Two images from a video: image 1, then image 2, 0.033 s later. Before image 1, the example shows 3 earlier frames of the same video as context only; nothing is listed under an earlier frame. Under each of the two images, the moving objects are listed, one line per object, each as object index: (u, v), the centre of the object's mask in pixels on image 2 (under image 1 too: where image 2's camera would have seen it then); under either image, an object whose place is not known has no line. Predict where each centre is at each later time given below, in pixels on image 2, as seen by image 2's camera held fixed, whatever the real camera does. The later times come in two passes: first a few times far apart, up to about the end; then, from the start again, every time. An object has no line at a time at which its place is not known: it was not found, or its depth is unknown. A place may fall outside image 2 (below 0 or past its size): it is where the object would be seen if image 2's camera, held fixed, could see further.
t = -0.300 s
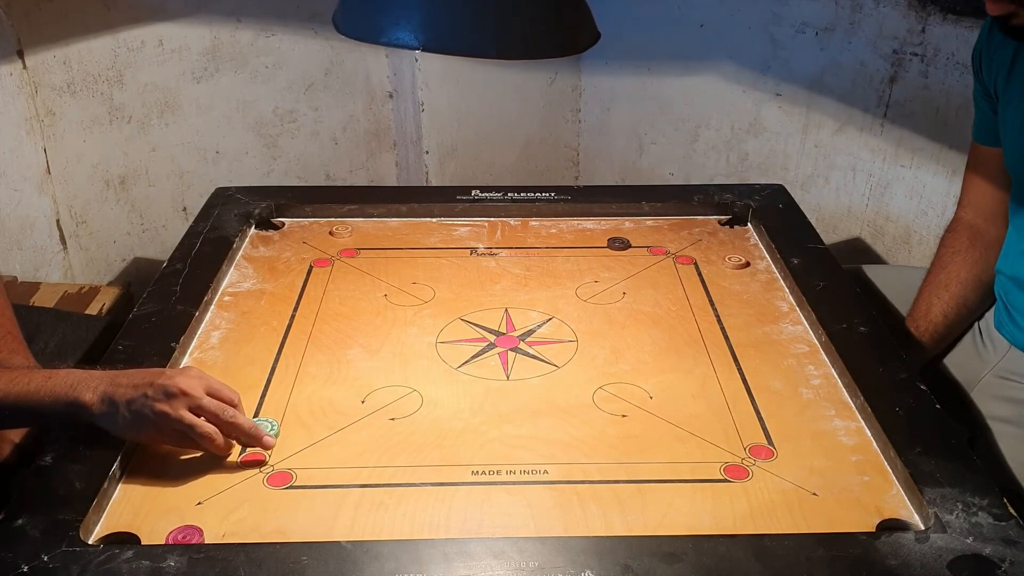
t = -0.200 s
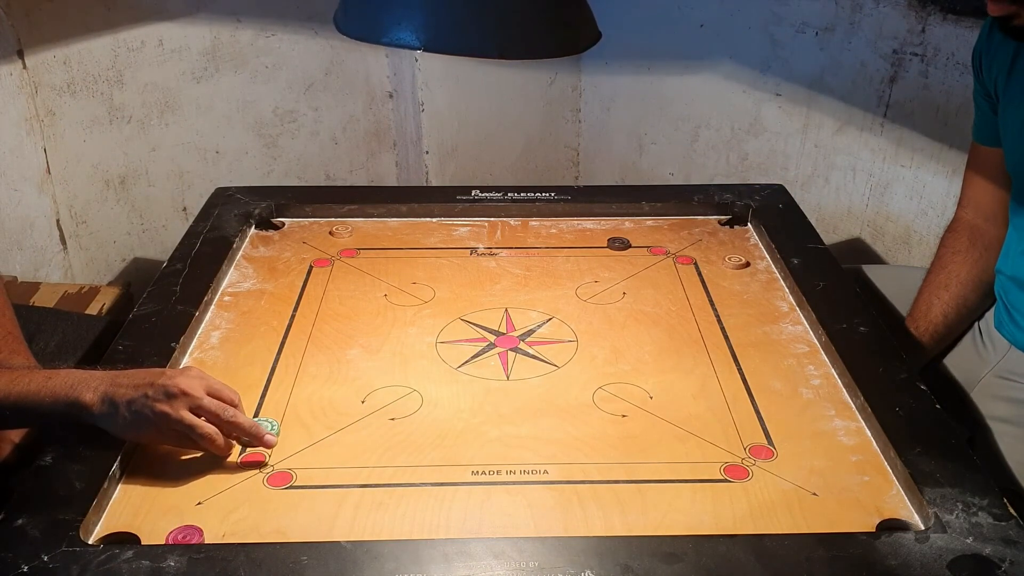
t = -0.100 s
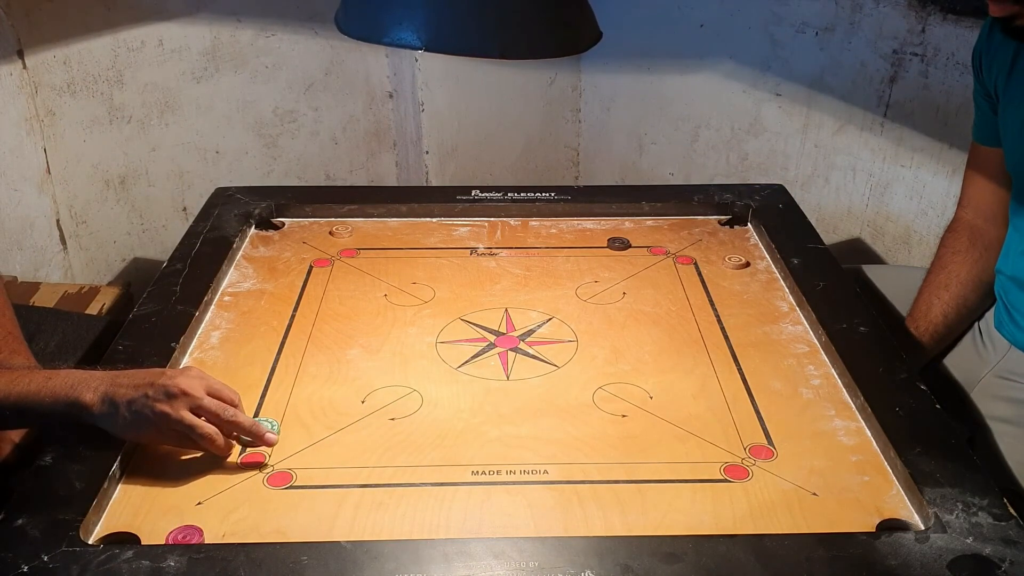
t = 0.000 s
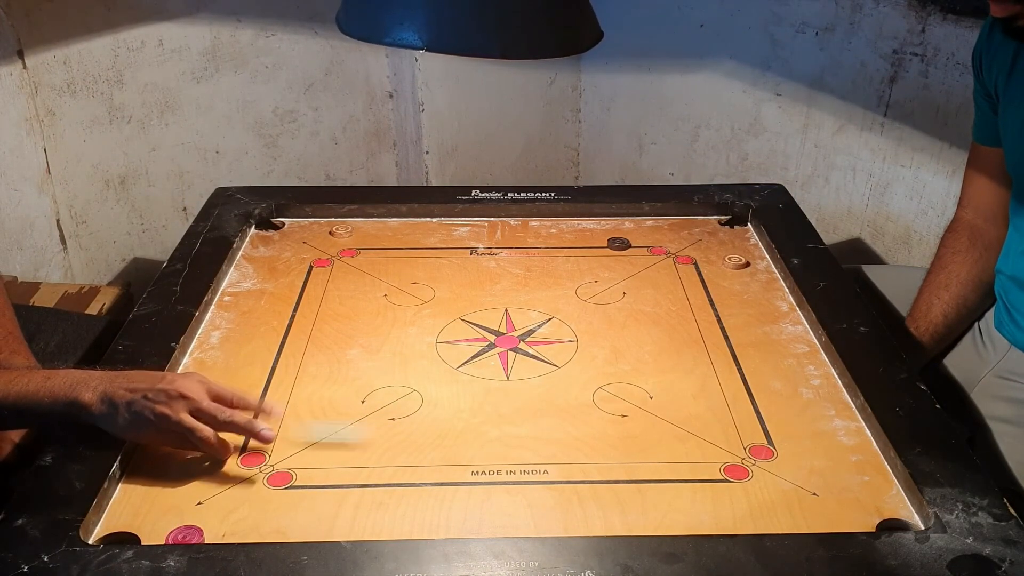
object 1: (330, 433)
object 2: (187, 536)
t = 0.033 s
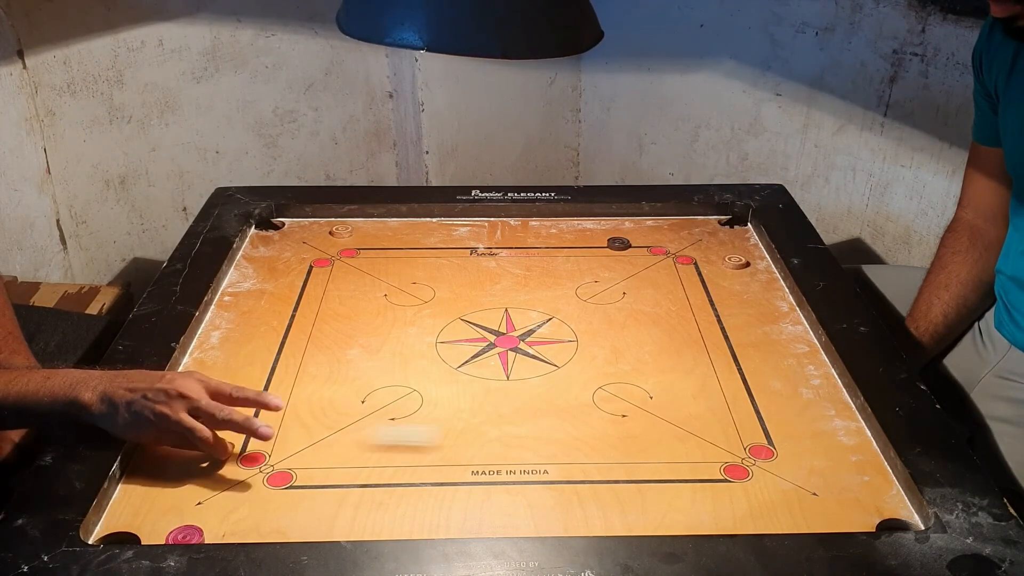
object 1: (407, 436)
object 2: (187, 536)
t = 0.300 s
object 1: (797, 464)
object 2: (187, 536)
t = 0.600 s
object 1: (355, 503)
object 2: (187, 536)
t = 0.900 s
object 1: (184, 493)
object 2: (160, 530)
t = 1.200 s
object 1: (296, 457)
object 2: (160, 531)
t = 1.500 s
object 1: (322, 449)
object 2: (160, 532)
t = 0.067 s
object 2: (187, 536)
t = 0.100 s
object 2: (187, 536)
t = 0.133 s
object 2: (187, 536)
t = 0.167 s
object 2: (187, 536)
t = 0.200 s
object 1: (762, 451)
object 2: (187, 536)
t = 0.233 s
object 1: (828, 455)
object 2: (187, 536)
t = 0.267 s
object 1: (845, 460)
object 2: (187, 536)
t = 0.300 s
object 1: (797, 464)
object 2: (187, 536)
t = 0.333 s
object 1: (738, 470)
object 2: (187, 536)
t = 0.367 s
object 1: (690, 473)
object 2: (187, 536)
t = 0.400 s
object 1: (638, 477)
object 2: (187, 536)
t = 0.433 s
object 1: (589, 483)
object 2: (187, 536)
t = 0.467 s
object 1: (541, 488)
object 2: (187, 536)
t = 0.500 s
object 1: (494, 493)
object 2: (187, 536)
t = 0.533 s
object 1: (444, 495)
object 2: (187, 536)
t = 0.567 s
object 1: (399, 499)
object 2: (187, 536)
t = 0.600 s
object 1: (355, 503)
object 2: (187, 536)
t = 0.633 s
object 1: (309, 508)
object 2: (187, 536)
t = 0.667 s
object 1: (265, 511)
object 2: (187, 536)
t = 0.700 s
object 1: (226, 513)
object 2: (187, 536)
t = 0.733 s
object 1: (190, 513)
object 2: (176, 538)
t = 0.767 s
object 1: (160, 510)
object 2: (166, 535)
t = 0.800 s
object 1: (133, 509)
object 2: (160, 532)
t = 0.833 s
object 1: (145, 504)
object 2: (156, 529)
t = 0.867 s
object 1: (165, 499)
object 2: (158, 529)
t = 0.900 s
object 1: (184, 493)
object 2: (160, 530)
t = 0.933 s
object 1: (201, 488)
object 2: (160, 530)
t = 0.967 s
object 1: (217, 482)
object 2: (160, 531)
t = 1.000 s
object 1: (232, 477)
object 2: (160, 531)
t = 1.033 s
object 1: (246, 473)
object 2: (160, 531)
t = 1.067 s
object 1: (258, 469)
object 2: (160, 531)
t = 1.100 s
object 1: (269, 466)
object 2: (160, 531)
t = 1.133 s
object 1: (279, 463)
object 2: (160, 532)
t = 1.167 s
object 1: (289, 460)
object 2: (160, 531)
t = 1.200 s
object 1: (296, 457)
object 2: (160, 531)
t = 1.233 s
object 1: (303, 455)
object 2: (160, 531)
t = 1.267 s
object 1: (309, 453)
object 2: (160, 531)
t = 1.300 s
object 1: (313, 452)
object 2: (160, 532)
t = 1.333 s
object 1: (317, 450)
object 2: (160, 532)
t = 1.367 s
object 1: (320, 450)
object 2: (160, 532)
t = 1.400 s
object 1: (321, 449)
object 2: (160, 532)
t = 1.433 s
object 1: (322, 449)
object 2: (160, 532)
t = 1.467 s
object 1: (322, 449)
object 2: (160, 532)
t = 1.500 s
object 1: (322, 449)
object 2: (160, 532)
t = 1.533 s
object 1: (322, 449)
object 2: (160, 532)
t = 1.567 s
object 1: (322, 449)
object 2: (160, 532)
